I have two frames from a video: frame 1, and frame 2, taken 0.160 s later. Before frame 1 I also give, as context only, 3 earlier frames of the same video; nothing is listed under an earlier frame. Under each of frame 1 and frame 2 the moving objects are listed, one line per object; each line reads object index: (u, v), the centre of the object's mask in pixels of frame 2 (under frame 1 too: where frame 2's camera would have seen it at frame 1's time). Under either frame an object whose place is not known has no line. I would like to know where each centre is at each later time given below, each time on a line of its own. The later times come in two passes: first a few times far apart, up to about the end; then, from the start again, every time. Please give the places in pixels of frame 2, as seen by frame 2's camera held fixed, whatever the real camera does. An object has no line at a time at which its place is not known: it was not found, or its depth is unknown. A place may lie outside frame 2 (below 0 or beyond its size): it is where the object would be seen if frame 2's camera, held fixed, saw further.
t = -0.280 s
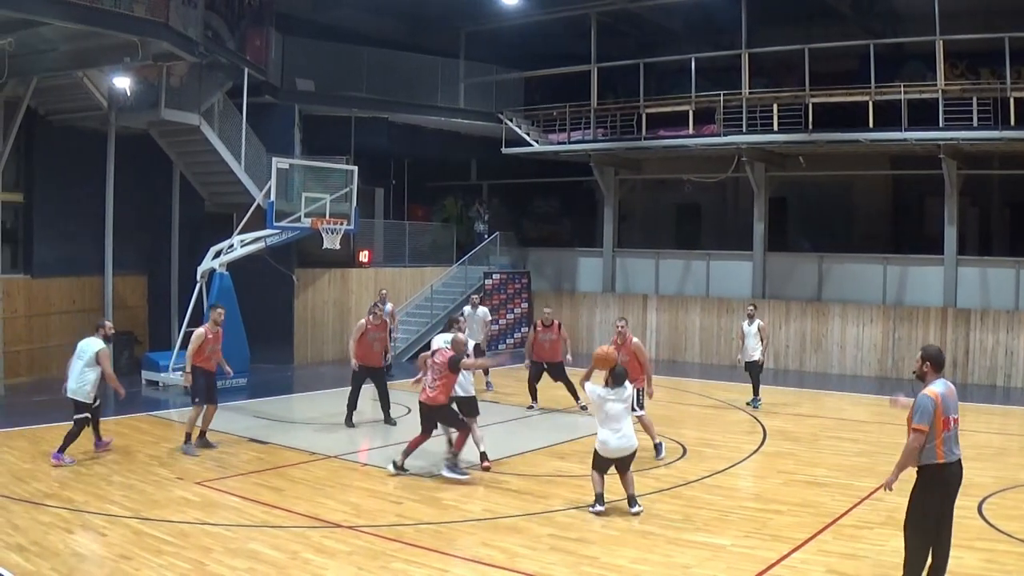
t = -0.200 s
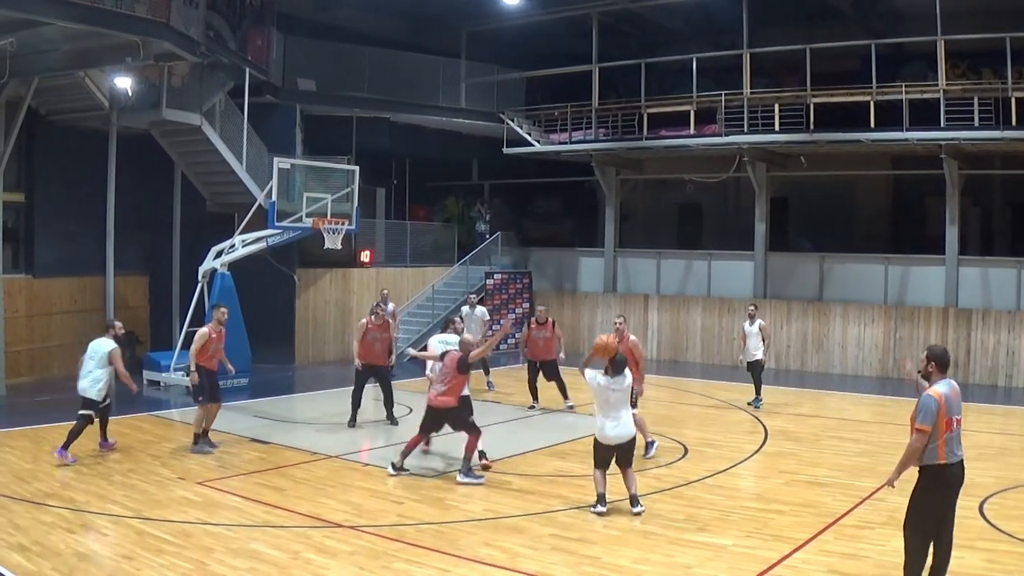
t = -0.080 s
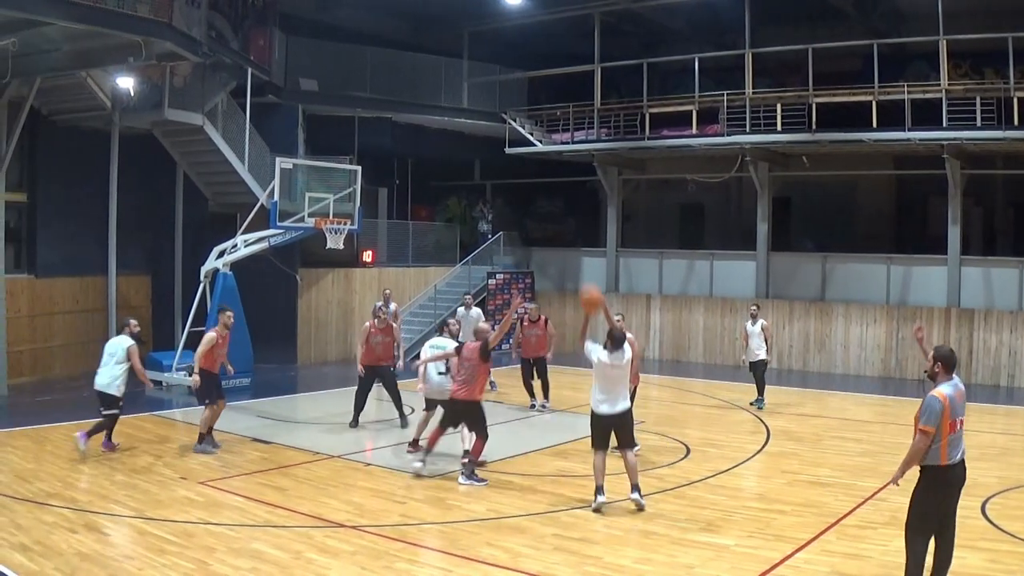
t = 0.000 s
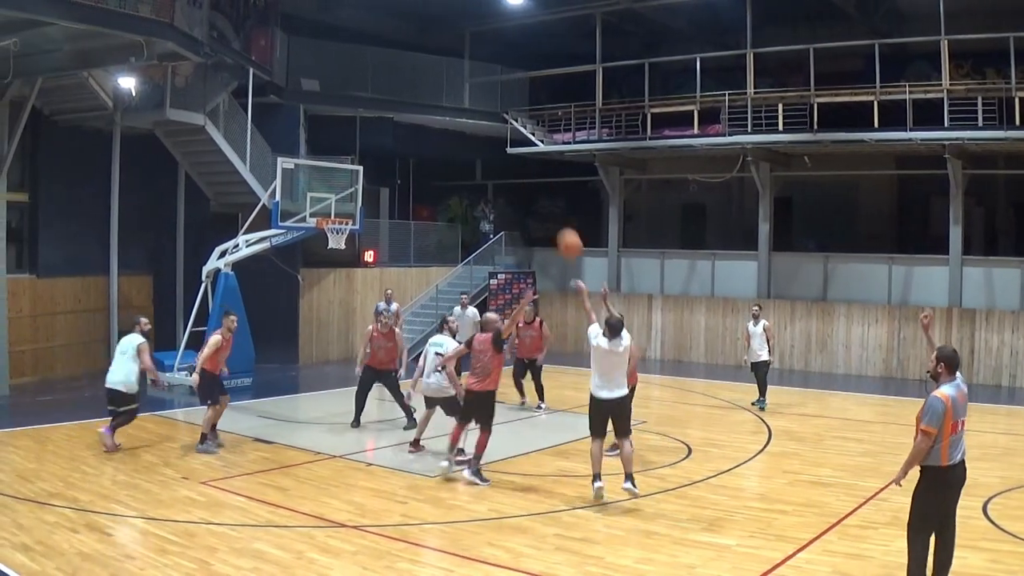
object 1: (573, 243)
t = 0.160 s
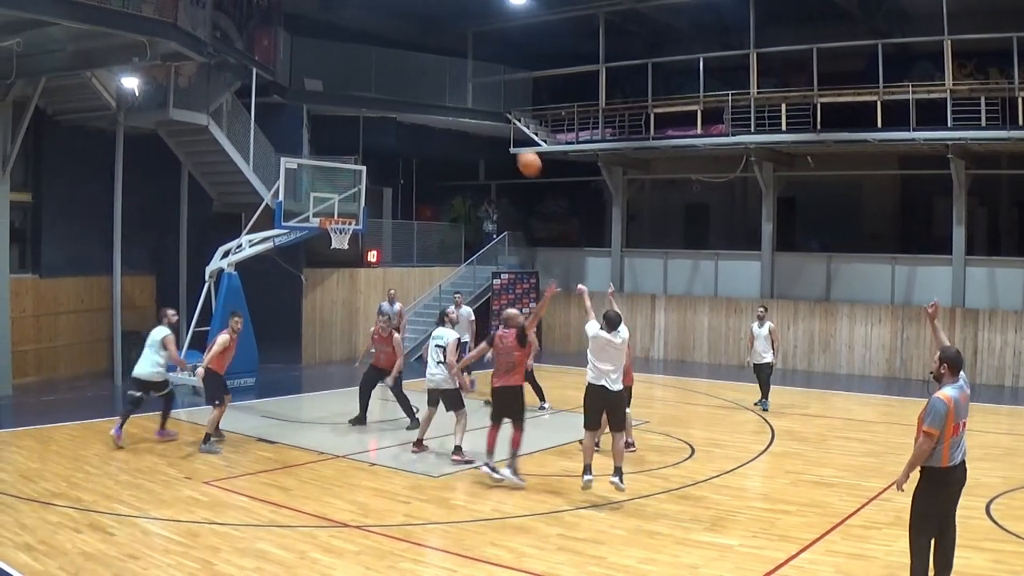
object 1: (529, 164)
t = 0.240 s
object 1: (509, 136)
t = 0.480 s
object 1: (458, 94)
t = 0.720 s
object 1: (418, 99)
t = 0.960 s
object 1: (385, 140)
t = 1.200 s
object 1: (354, 206)
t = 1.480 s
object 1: (379, 186)
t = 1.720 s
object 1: (419, 194)
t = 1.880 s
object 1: (446, 218)
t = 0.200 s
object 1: (519, 149)
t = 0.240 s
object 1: (509, 136)
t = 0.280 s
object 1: (500, 124)
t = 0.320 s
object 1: (491, 115)
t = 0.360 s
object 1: (482, 108)
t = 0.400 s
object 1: (474, 102)
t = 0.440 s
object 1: (467, 97)
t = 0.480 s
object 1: (458, 94)
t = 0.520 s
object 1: (451, 92)
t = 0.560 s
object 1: (445, 92)
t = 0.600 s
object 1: (438, 92)
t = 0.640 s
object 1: (431, 93)
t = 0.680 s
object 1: (425, 96)
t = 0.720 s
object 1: (418, 99)
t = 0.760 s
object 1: (413, 104)
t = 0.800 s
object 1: (406, 109)
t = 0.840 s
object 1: (401, 116)
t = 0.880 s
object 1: (396, 123)
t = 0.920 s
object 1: (390, 131)
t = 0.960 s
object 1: (385, 140)
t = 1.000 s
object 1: (380, 149)
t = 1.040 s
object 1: (375, 159)
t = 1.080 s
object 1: (369, 170)
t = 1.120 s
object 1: (364, 181)
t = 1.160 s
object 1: (359, 194)
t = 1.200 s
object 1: (354, 206)
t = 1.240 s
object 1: (352, 211)
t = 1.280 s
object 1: (352, 205)
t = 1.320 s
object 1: (354, 199)
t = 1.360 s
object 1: (358, 196)
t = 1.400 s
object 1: (367, 191)
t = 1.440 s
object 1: (373, 188)
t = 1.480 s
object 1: (379, 186)
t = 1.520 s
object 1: (386, 185)
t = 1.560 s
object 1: (392, 185)
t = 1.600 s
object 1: (399, 186)
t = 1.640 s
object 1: (406, 187)
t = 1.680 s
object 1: (413, 190)
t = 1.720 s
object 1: (419, 194)
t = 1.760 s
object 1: (426, 199)
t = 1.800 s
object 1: (432, 204)
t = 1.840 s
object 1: (439, 211)
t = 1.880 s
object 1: (446, 218)
